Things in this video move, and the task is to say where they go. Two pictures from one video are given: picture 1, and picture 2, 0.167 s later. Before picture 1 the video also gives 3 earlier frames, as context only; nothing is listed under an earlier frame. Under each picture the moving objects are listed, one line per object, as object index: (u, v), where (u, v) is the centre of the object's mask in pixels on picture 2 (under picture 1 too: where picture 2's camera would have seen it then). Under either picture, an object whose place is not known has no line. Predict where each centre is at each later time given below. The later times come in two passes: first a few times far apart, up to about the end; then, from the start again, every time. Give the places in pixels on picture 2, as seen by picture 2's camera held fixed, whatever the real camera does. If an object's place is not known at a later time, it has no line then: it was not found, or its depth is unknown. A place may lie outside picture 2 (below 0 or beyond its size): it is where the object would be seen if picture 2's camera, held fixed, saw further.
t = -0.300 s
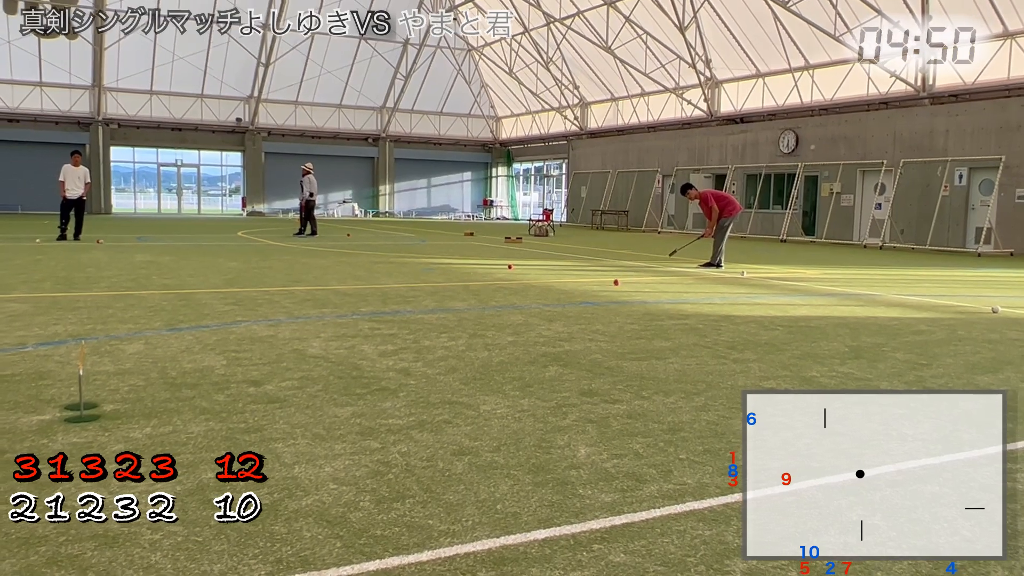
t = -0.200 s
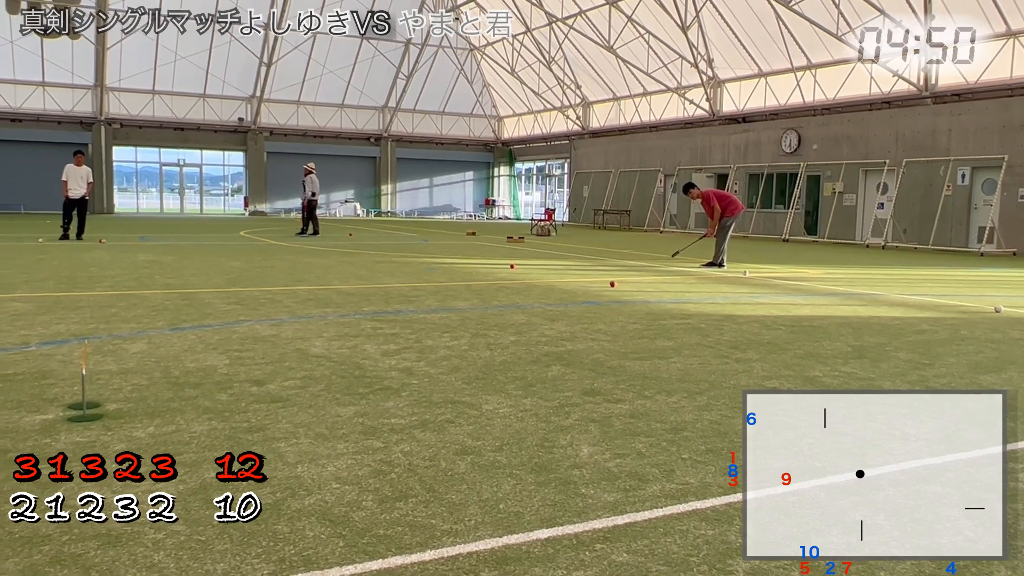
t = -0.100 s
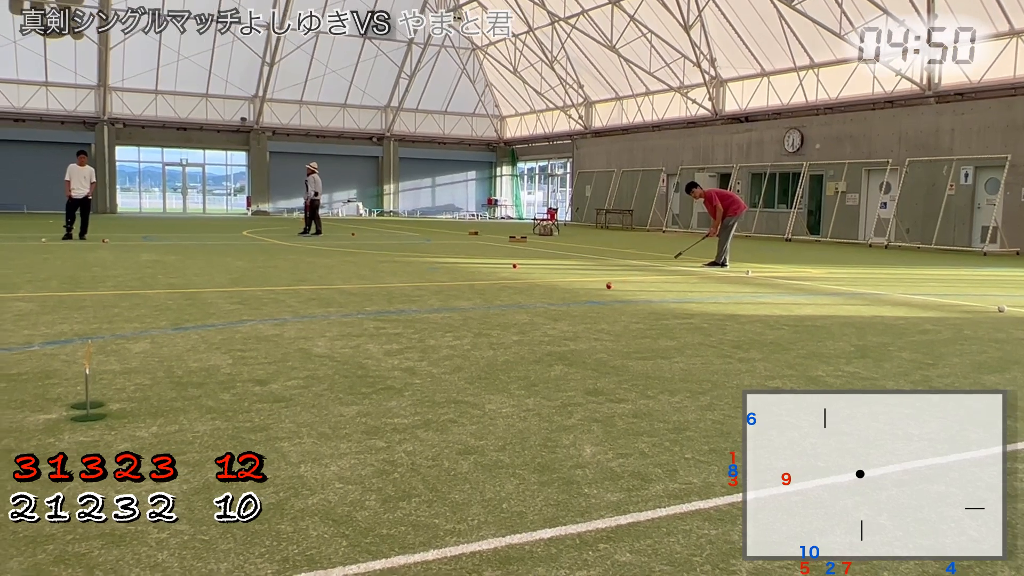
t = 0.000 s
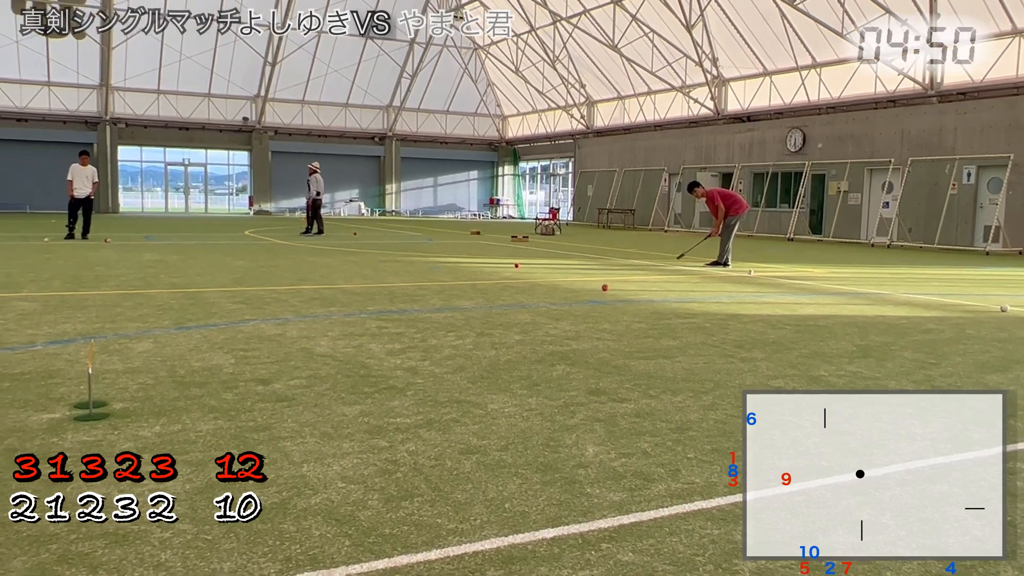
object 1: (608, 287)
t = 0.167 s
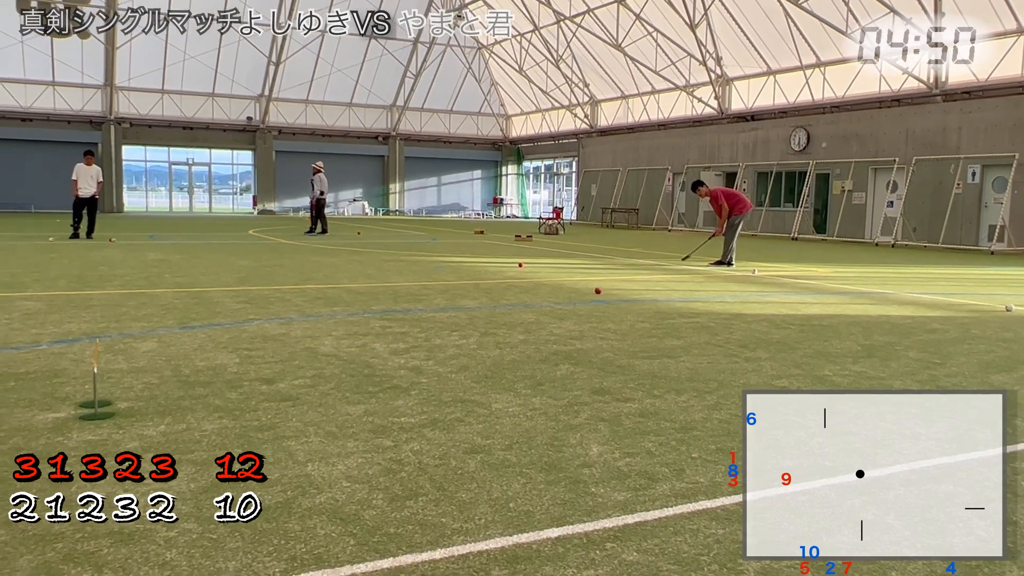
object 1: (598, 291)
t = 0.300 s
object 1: (589, 294)
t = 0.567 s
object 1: (570, 300)
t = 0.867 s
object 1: (547, 308)
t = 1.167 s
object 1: (522, 316)
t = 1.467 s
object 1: (494, 325)
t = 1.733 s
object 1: (468, 333)
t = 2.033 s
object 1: (437, 343)
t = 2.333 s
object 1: (404, 352)
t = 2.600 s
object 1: (373, 361)
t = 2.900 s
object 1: (339, 371)
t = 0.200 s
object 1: (595, 291)
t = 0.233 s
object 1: (593, 292)
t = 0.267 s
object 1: (591, 293)
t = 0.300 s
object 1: (589, 294)
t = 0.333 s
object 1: (587, 295)
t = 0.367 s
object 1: (584, 296)
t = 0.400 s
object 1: (582, 296)
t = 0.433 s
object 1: (580, 297)
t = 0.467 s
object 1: (577, 298)
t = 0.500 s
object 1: (575, 298)
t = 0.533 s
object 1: (572, 299)
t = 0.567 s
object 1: (570, 300)
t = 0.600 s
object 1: (567, 301)
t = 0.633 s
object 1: (565, 302)
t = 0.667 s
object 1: (562, 303)
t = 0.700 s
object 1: (560, 303)
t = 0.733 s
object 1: (557, 305)
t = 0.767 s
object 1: (554, 305)
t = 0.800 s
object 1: (552, 306)
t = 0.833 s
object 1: (549, 307)
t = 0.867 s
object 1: (547, 308)
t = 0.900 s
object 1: (544, 309)
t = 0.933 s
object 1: (541, 310)
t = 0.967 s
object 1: (539, 311)
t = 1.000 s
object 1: (536, 312)
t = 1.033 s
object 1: (533, 312)
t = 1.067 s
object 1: (531, 314)
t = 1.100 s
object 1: (528, 314)
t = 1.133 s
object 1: (525, 315)
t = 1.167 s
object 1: (522, 316)
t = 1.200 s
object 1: (518, 317)
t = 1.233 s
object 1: (516, 318)
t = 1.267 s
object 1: (513, 319)
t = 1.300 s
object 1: (510, 320)
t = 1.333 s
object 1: (507, 321)
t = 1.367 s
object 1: (504, 322)
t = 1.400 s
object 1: (501, 322)
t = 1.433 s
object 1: (498, 324)
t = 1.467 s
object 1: (494, 325)
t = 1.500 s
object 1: (491, 325)
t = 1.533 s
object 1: (488, 327)
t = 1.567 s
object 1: (485, 328)
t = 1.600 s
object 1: (482, 328)
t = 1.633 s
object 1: (478, 329)
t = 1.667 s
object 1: (475, 331)
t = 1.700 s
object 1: (472, 332)
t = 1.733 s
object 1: (468, 333)
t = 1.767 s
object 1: (465, 334)
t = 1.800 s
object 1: (461, 335)
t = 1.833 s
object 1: (458, 336)
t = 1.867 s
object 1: (455, 337)
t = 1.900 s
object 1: (451, 338)
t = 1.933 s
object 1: (448, 339)
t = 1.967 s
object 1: (444, 340)
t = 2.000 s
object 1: (441, 341)
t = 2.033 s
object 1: (437, 343)
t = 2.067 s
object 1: (433, 344)
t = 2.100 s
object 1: (430, 345)
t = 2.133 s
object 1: (426, 346)
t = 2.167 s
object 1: (423, 347)
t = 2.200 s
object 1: (419, 348)
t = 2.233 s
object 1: (416, 349)
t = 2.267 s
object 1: (412, 350)
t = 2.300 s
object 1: (408, 351)
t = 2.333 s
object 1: (404, 352)
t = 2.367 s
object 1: (401, 353)
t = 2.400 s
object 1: (397, 354)
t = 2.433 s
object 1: (393, 355)
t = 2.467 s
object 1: (389, 356)
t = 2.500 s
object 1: (386, 357)
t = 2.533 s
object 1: (382, 359)
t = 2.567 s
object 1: (378, 360)
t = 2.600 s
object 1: (373, 361)
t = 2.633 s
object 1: (370, 362)
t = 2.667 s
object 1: (366, 363)
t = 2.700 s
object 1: (362, 364)
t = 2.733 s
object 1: (358, 366)
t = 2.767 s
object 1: (354, 366)
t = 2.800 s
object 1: (350, 368)
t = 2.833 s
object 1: (347, 368)
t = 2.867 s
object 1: (343, 370)
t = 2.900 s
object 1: (339, 371)
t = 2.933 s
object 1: (336, 372)
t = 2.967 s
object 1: (332, 373)
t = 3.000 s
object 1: (328, 374)
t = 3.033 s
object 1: (324, 375)
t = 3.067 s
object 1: (320, 376)
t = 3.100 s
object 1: (316, 377)
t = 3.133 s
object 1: (312, 378)
